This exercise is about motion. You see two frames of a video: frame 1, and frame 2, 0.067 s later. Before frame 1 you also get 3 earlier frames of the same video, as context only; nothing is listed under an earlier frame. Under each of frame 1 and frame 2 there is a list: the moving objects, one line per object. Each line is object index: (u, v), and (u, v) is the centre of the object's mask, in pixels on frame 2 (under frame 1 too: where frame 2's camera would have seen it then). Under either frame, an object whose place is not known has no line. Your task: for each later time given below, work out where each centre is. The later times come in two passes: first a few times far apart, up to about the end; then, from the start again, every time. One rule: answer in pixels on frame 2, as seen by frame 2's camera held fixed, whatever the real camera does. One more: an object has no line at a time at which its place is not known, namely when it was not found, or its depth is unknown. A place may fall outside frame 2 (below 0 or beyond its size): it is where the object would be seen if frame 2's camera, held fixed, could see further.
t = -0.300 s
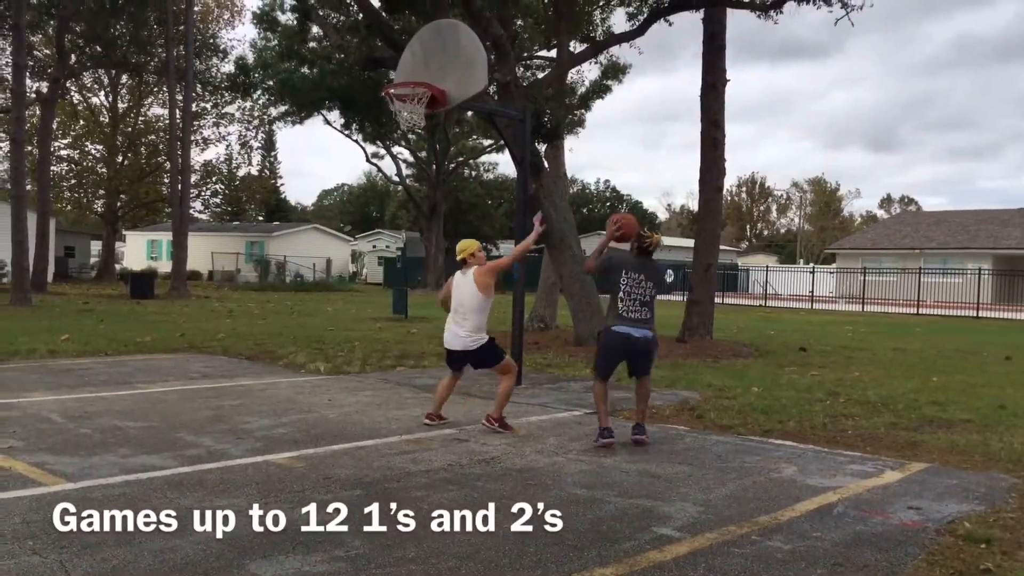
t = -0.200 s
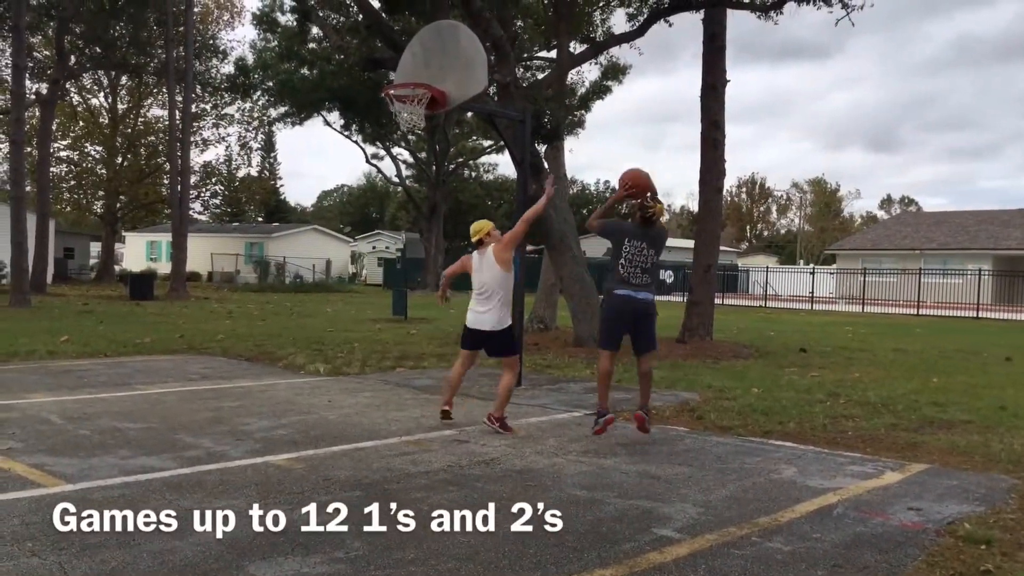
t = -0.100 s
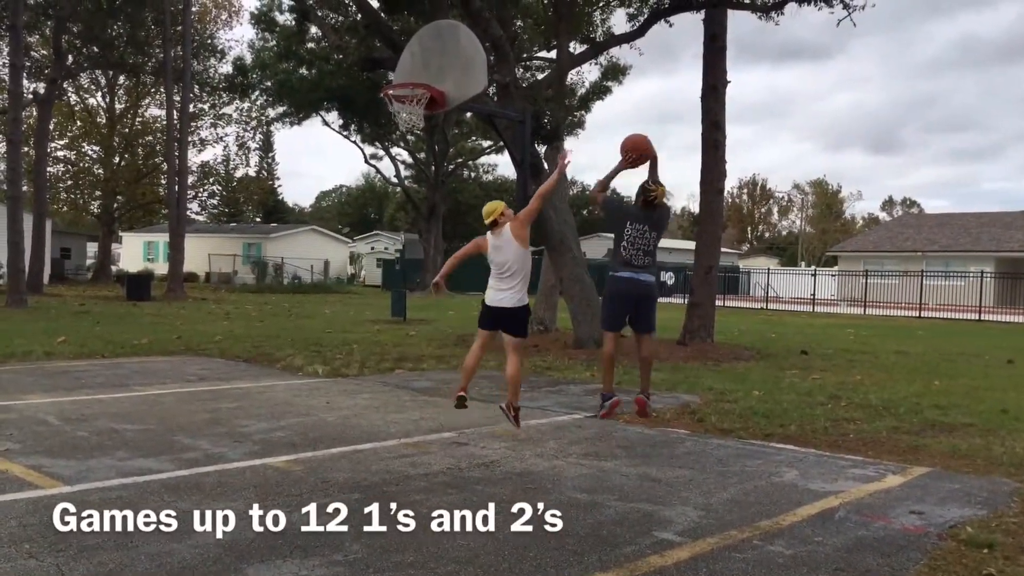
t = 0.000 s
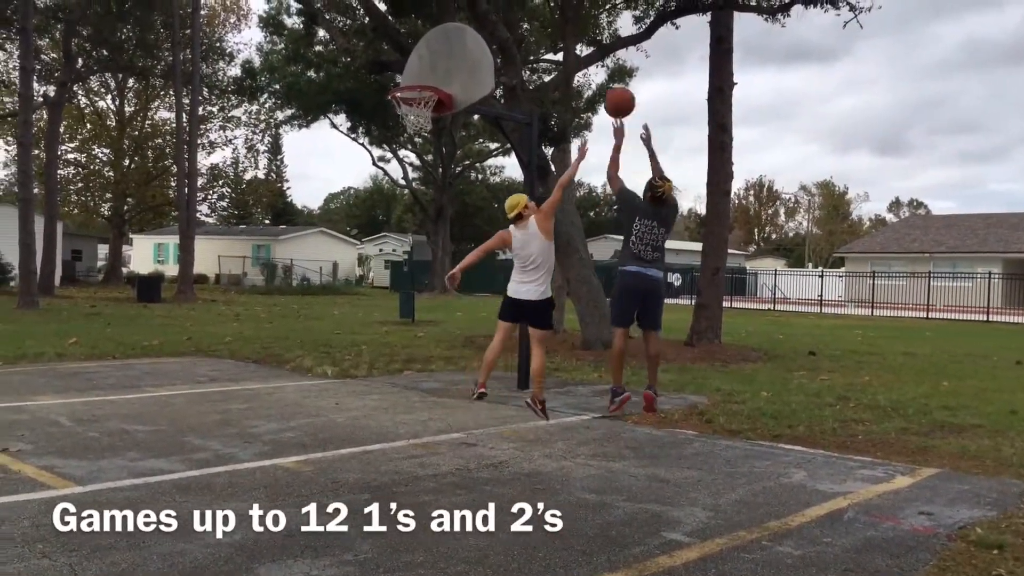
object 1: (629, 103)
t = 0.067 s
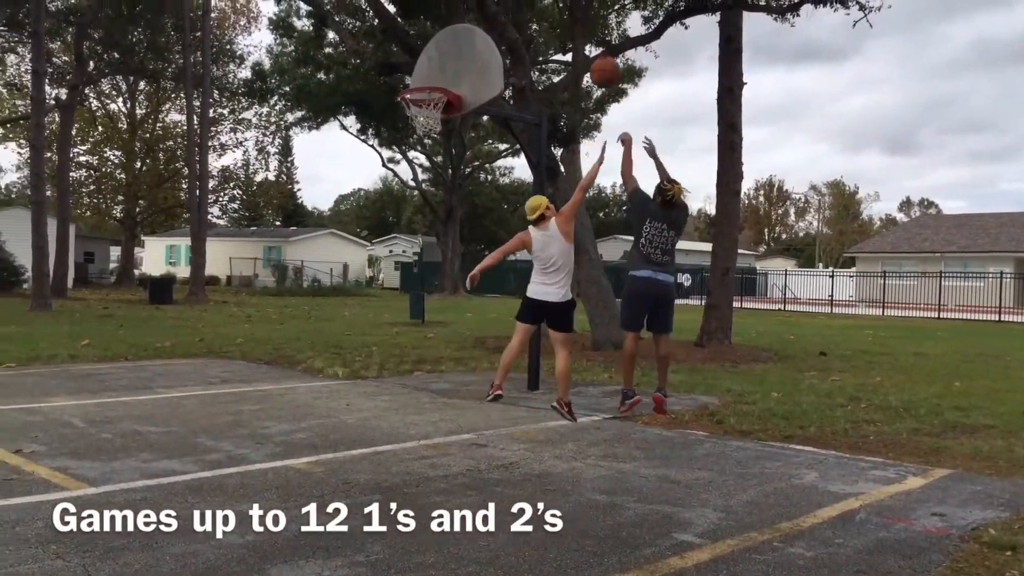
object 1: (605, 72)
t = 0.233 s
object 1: (552, 24)
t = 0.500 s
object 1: (475, 24)
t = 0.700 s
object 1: (427, 72)
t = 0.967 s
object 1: (431, 62)
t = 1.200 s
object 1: (412, 58)
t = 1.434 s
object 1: (396, 76)
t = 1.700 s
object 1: (386, 94)
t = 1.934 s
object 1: (371, 164)
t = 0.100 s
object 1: (594, 59)
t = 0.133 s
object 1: (583, 46)
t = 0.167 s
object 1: (571, 38)
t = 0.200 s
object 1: (561, 31)
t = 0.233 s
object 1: (552, 24)
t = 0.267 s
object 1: (541, 20)
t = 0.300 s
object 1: (531, 17)
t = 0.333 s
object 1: (522, 13)
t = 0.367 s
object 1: (512, 13)
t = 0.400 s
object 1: (503, 15)
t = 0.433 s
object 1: (494, 16)
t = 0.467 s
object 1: (485, 19)
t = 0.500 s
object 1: (475, 24)
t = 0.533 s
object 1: (467, 29)
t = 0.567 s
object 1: (459, 36)
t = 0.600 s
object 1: (451, 43)
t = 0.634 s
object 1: (443, 52)
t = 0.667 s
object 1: (435, 62)
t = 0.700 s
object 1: (427, 72)
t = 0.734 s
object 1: (419, 80)
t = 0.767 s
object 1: (413, 85)
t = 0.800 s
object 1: (423, 83)
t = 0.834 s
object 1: (434, 82)
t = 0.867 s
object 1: (438, 80)
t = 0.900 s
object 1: (436, 74)
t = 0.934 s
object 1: (433, 68)
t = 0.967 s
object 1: (431, 62)
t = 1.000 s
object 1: (428, 58)
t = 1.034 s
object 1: (425, 55)
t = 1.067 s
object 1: (423, 54)
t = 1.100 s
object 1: (420, 53)
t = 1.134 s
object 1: (417, 54)
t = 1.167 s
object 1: (415, 55)
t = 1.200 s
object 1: (412, 58)
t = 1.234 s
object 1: (409, 62)
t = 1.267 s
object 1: (406, 66)
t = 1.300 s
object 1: (403, 73)
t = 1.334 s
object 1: (400, 80)
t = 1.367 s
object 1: (398, 81)
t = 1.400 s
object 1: (397, 78)
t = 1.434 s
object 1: (396, 76)
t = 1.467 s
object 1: (394, 75)
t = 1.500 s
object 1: (394, 75)
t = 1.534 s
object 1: (393, 74)
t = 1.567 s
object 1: (391, 76)
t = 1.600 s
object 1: (390, 79)
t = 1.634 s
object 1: (389, 83)
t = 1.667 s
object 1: (388, 88)
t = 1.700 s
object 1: (386, 94)
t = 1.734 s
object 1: (383, 100)
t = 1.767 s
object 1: (382, 108)
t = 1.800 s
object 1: (380, 117)
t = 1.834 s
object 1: (378, 126)
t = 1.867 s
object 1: (376, 137)
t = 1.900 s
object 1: (374, 150)
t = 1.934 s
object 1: (371, 164)
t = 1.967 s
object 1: (369, 178)
